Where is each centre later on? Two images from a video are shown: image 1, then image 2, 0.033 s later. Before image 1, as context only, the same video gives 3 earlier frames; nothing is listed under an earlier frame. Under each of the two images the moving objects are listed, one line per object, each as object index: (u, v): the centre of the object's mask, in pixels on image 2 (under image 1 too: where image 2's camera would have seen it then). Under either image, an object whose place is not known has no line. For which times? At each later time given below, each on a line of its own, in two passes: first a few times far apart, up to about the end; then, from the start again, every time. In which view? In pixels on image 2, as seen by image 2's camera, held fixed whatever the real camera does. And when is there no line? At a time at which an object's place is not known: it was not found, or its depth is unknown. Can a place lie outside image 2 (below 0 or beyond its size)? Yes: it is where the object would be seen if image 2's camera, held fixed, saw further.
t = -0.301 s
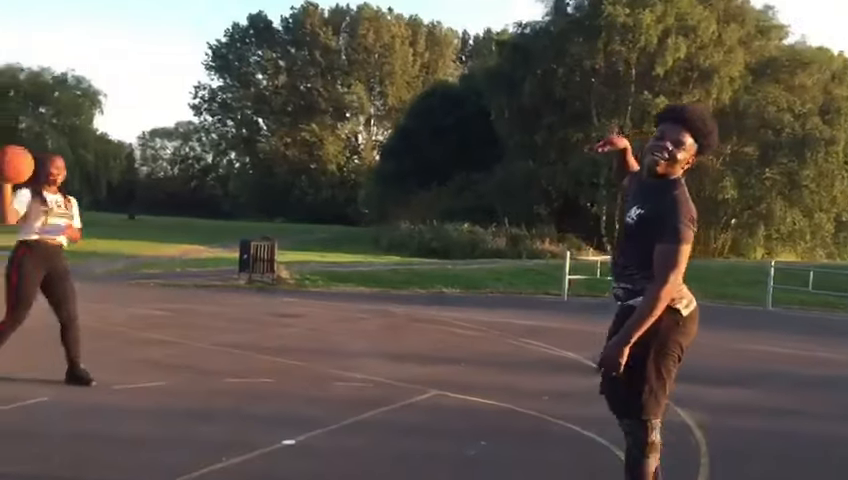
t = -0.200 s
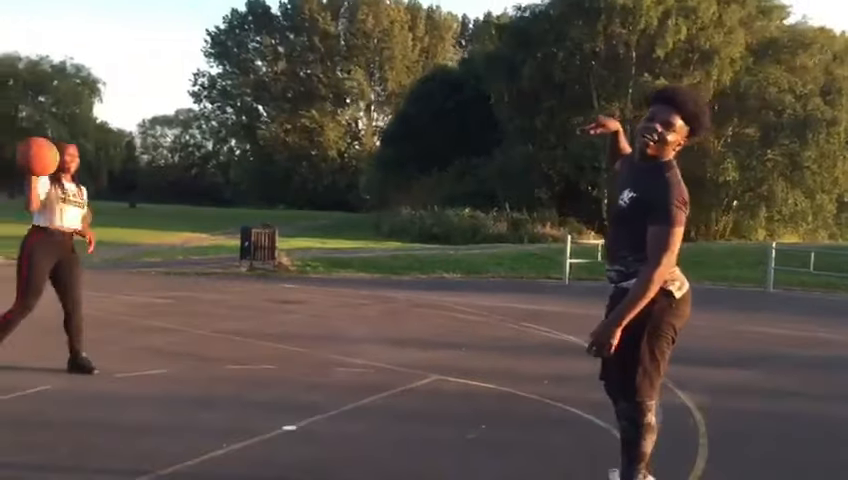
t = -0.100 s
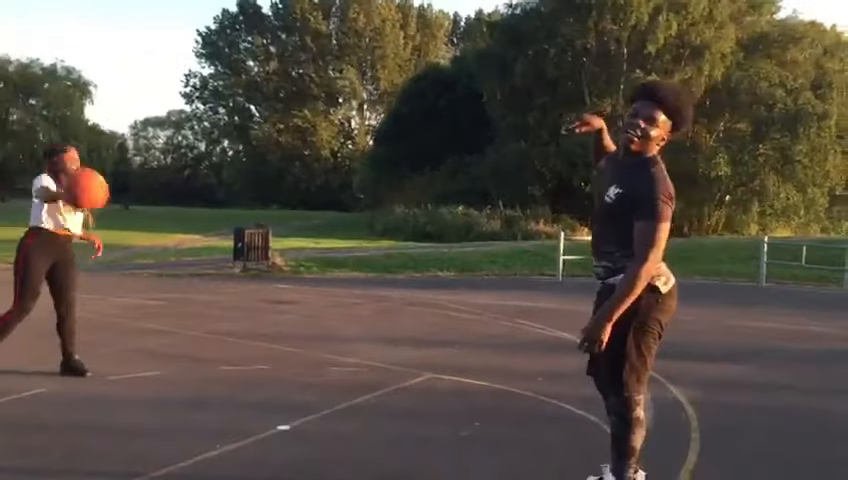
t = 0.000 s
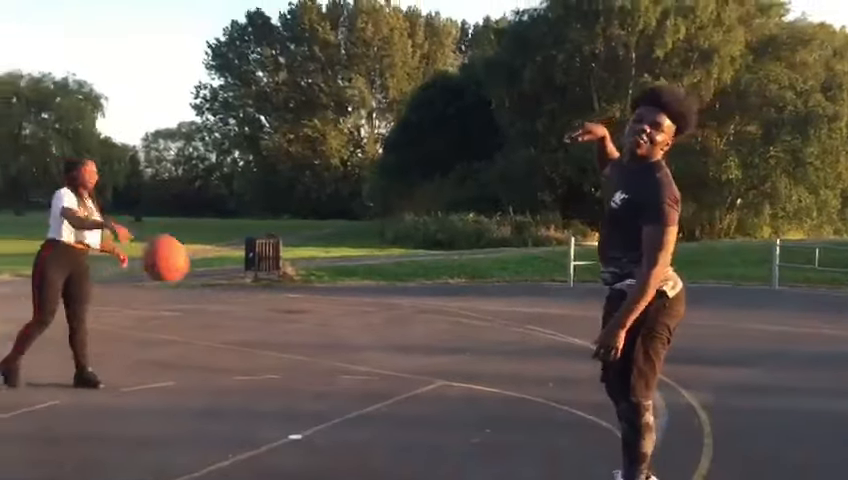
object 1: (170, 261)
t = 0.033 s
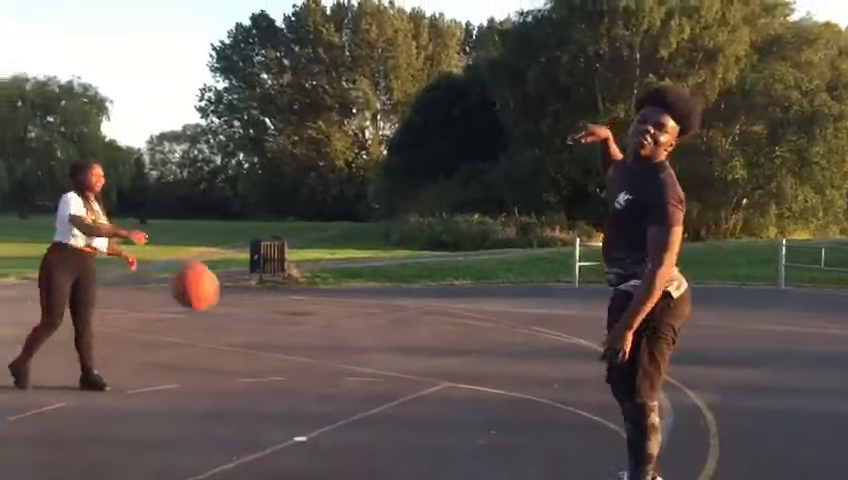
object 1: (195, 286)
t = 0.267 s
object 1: (359, 379)
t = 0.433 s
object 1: (434, 272)
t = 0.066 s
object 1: (222, 314)
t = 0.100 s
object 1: (248, 344)
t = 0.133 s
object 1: (277, 379)
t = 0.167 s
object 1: (307, 417)
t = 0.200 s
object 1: (331, 433)
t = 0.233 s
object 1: (345, 405)
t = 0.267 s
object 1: (359, 379)
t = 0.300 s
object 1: (374, 355)
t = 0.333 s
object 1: (389, 332)
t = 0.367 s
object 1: (403, 310)
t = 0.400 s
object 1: (417, 290)
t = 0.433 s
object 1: (434, 272)
